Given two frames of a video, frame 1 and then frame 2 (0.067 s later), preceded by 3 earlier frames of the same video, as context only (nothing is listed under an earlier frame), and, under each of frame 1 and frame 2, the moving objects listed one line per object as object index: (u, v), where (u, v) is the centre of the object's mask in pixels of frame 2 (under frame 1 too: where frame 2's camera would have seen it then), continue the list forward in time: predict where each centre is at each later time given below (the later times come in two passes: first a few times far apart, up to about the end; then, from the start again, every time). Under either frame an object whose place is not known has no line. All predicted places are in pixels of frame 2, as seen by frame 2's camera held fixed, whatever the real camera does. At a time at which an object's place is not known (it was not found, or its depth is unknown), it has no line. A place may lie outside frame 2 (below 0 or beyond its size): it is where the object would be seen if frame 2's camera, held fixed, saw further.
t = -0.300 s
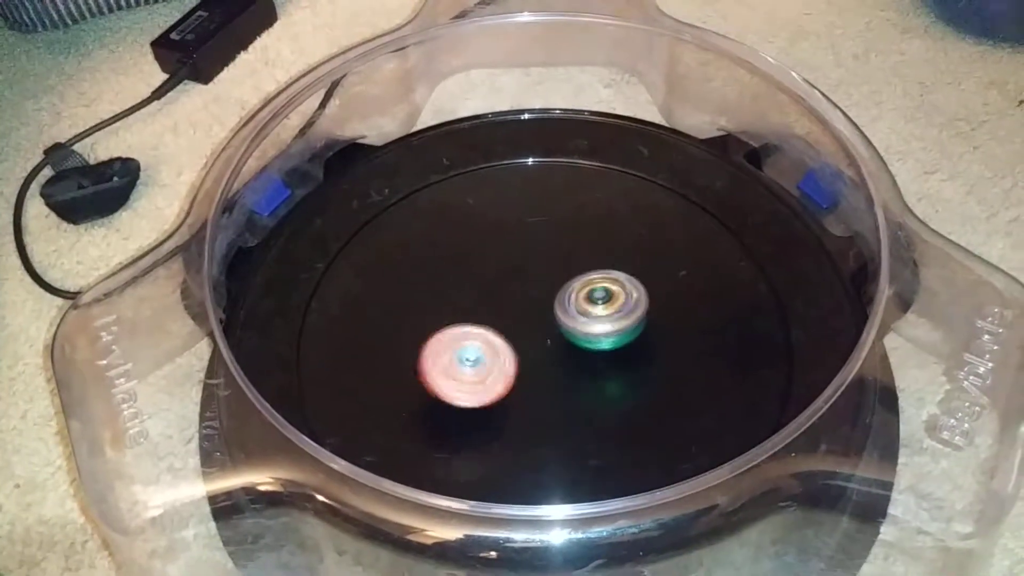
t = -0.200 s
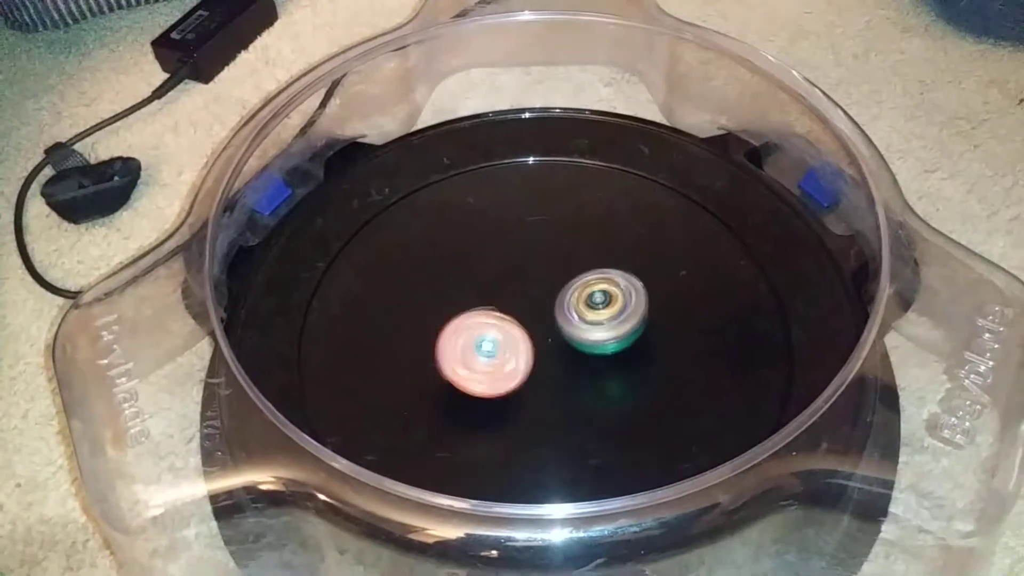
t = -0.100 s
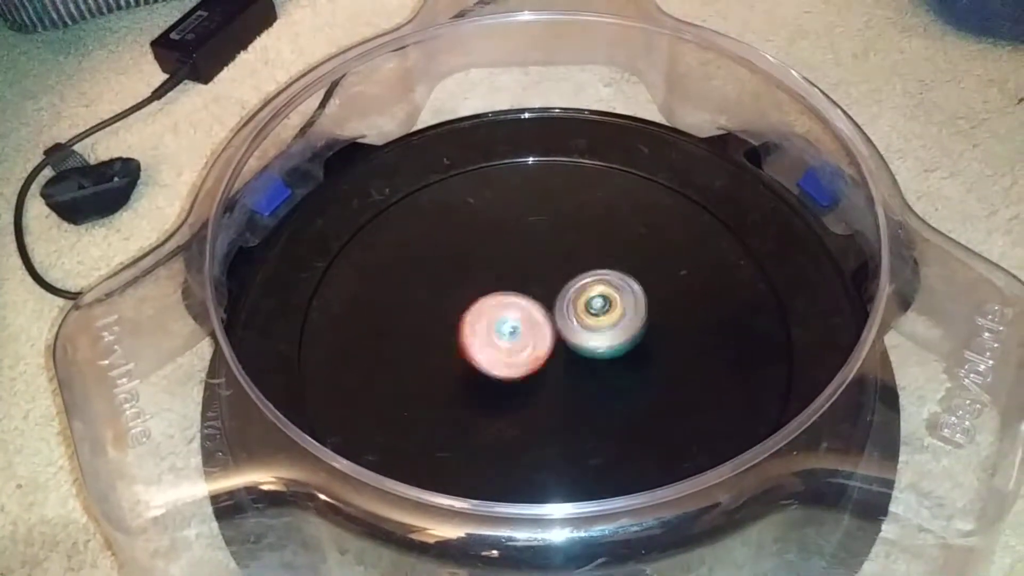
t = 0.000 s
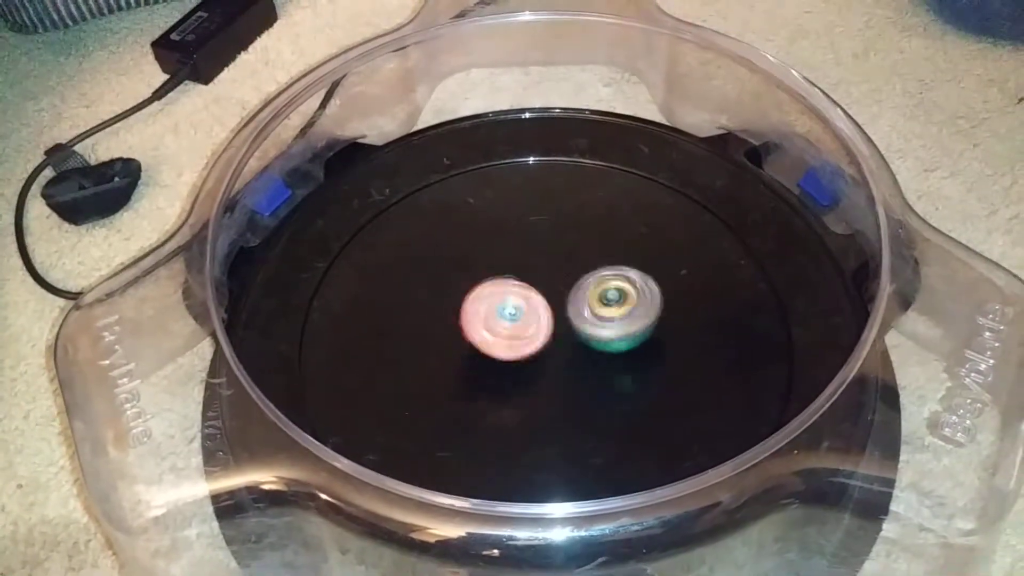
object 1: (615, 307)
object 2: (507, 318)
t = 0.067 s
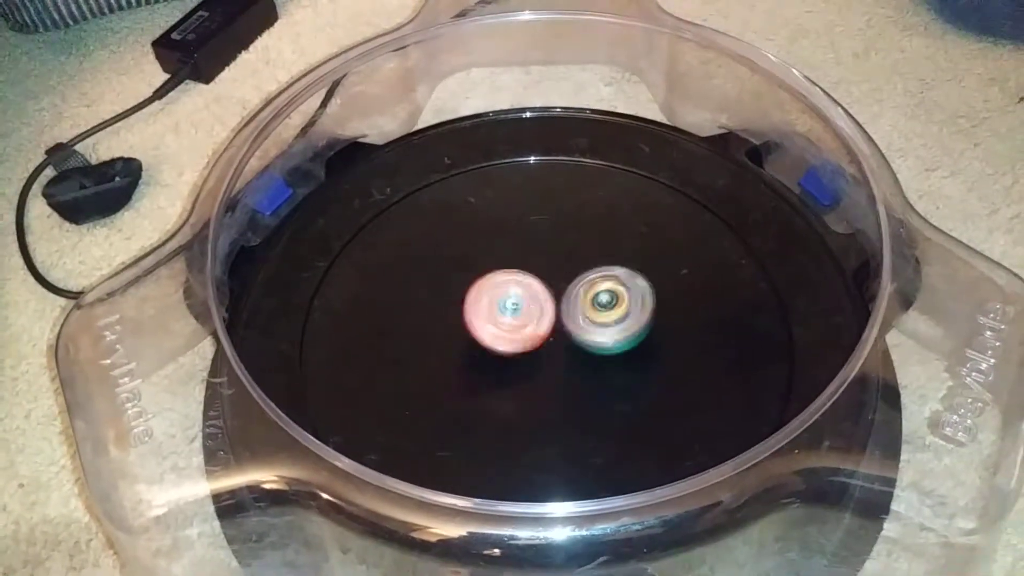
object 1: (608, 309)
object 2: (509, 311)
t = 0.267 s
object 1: (615, 317)
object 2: (494, 283)
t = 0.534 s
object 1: (614, 325)
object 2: (515, 282)
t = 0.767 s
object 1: (621, 332)
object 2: (521, 305)
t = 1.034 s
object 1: (612, 337)
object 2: (507, 327)
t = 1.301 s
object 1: (592, 348)
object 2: (495, 340)
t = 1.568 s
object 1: (611, 341)
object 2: (476, 327)
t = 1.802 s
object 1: (603, 329)
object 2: (486, 315)
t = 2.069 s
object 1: (596, 337)
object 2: (493, 310)
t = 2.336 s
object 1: (608, 346)
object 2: (515, 307)
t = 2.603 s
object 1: (613, 351)
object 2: (485, 291)
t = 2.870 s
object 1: (581, 373)
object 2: (498, 300)
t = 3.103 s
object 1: (578, 374)
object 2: (534, 300)
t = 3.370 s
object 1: (558, 365)
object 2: (546, 280)
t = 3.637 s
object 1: (520, 370)
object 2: (557, 281)
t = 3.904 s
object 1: (519, 372)
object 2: (563, 290)
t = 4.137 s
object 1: (524, 373)
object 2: (560, 295)
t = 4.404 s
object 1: (523, 360)
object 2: (569, 287)
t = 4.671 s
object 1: (499, 346)
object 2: (579, 308)
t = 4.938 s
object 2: (578, 300)
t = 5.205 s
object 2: (582, 313)
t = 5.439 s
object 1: (514, 344)
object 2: (580, 301)
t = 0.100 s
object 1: (612, 311)
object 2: (507, 305)
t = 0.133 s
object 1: (617, 313)
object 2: (502, 297)
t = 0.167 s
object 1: (619, 314)
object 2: (497, 292)
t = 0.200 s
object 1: (617, 314)
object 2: (496, 287)
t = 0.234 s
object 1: (616, 315)
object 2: (495, 284)
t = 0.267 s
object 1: (615, 317)
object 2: (494, 283)
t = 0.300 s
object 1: (615, 319)
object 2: (494, 280)
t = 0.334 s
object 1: (616, 320)
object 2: (495, 277)
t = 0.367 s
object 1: (616, 320)
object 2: (498, 275)
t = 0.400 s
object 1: (615, 321)
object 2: (500, 276)
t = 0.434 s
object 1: (615, 322)
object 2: (502, 276)
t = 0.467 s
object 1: (615, 324)
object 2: (505, 275)
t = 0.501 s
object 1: (614, 324)
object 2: (511, 279)
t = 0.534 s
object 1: (614, 325)
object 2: (515, 282)
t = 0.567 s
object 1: (613, 326)
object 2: (520, 285)
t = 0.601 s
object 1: (613, 327)
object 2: (525, 290)
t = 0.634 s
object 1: (615, 328)
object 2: (526, 292)
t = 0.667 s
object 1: (618, 329)
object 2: (526, 294)
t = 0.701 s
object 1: (621, 330)
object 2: (524, 296)
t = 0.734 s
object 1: (621, 331)
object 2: (523, 300)
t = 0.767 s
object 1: (621, 332)
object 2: (521, 305)
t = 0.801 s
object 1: (620, 332)
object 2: (518, 309)
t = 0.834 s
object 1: (618, 333)
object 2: (518, 311)
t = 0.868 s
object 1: (616, 334)
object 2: (519, 315)
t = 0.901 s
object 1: (614, 336)
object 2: (517, 318)
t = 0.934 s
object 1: (613, 337)
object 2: (516, 320)
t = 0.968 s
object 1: (614, 338)
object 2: (514, 322)
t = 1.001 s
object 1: (614, 337)
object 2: (510, 324)
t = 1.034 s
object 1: (612, 337)
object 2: (507, 327)
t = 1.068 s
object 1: (609, 339)
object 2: (503, 331)
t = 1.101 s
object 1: (606, 340)
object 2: (499, 332)
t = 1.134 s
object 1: (601, 341)
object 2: (498, 334)
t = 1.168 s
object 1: (596, 344)
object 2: (497, 337)
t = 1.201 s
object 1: (594, 345)
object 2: (493, 338)
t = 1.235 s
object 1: (592, 346)
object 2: (492, 338)
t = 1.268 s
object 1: (591, 347)
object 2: (494, 339)
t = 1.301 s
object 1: (592, 348)
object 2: (495, 340)
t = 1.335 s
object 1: (592, 348)
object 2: (493, 340)
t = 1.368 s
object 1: (593, 347)
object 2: (492, 337)
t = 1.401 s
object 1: (601, 345)
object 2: (485, 336)
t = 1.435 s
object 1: (606, 344)
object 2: (481, 334)
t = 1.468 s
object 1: (609, 343)
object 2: (479, 333)
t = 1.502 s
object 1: (611, 343)
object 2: (477, 332)
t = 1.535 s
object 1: (611, 342)
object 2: (475, 329)
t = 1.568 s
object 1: (611, 341)
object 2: (476, 327)
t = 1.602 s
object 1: (610, 340)
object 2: (477, 325)
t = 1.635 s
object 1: (608, 339)
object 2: (479, 325)
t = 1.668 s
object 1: (606, 338)
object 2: (484, 323)
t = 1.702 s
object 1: (603, 335)
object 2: (489, 320)
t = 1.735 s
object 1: (597, 333)
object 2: (494, 320)
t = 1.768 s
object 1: (596, 332)
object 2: (494, 319)
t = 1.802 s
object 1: (603, 329)
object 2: (486, 315)
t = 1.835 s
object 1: (607, 326)
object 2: (482, 313)
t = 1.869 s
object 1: (605, 324)
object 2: (480, 313)
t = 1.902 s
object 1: (603, 326)
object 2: (478, 312)
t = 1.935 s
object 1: (603, 328)
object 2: (477, 311)
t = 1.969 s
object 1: (602, 331)
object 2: (481, 310)
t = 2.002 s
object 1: (599, 332)
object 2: (486, 311)
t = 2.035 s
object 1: (596, 334)
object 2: (489, 311)
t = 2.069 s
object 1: (596, 337)
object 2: (493, 310)
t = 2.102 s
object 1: (594, 339)
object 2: (500, 311)
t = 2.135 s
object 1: (594, 341)
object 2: (504, 311)
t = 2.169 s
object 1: (601, 343)
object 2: (503, 309)
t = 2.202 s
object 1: (605, 344)
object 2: (507, 306)
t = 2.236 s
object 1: (608, 346)
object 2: (510, 308)
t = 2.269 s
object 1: (610, 347)
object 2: (510, 308)
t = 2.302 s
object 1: (610, 347)
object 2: (512, 308)
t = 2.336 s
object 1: (608, 346)
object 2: (515, 307)
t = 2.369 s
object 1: (605, 346)
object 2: (518, 309)
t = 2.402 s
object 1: (604, 347)
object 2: (519, 309)
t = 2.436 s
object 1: (609, 350)
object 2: (515, 306)
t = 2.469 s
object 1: (617, 351)
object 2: (505, 300)
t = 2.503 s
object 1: (620, 349)
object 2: (498, 299)
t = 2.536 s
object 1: (619, 348)
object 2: (490, 296)
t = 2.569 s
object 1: (616, 349)
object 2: (486, 293)
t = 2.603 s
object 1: (613, 351)
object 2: (485, 291)
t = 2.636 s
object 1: (610, 353)
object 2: (482, 292)
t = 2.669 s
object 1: (606, 355)
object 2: (479, 292)
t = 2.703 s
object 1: (601, 357)
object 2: (479, 291)
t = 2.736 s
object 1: (596, 361)
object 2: (481, 292)
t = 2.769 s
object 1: (591, 364)
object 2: (483, 295)
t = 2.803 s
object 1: (587, 367)
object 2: (484, 297)
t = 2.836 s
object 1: (583, 371)
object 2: (490, 296)
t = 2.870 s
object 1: (581, 373)
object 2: (498, 300)
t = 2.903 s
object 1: (579, 375)
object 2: (504, 303)
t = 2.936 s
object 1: (577, 376)
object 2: (509, 304)
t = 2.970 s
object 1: (577, 376)
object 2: (518, 303)
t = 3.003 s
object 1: (579, 376)
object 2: (523, 303)
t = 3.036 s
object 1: (580, 375)
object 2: (529, 302)
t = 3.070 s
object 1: (579, 374)
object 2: (531, 302)
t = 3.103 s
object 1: (578, 374)
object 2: (534, 300)
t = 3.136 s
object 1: (577, 374)
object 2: (535, 299)
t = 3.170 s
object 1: (578, 374)
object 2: (538, 296)
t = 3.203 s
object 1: (578, 374)
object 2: (541, 292)
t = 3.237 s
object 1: (577, 373)
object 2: (544, 288)
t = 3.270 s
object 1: (575, 371)
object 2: (544, 287)
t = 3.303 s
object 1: (570, 369)
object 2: (543, 284)
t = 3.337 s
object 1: (564, 366)
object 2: (545, 282)
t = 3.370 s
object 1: (558, 365)
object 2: (546, 280)
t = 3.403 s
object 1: (554, 365)
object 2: (548, 280)
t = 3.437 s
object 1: (546, 363)
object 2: (549, 279)
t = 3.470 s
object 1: (538, 361)
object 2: (552, 280)
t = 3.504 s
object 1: (533, 364)
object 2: (551, 281)
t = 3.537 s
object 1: (528, 367)
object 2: (553, 280)
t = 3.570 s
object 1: (525, 368)
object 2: (555, 279)
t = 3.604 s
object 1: (522, 370)
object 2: (556, 279)
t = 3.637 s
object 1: (520, 370)
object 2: (557, 281)
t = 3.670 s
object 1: (520, 371)
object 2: (557, 283)
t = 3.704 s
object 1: (519, 370)
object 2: (556, 285)
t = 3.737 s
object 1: (519, 369)
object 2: (554, 286)
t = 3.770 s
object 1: (517, 368)
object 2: (555, 290)
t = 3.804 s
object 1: (515, 370)
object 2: (556, 290)
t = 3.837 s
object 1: (515, 372)
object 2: (560, 288)
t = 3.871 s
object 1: (516, 373)
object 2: (564, 288)
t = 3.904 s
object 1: (519, 372)
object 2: (563, 290)
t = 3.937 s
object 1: (519, 372)
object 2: (561, 291)
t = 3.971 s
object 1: (519, 371)
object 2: (558, 291)
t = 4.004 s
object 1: (519, 372)
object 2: (556, 291)
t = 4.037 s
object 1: (519, 372)
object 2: (558, 291)
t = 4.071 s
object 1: (521, 373)
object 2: (560, 293)
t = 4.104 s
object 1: (523, 374)
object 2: (560, 295)
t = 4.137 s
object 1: (524, 373)
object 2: (560, 295)
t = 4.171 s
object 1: (523, 377)
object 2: (564, 287)
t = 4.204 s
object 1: (523, 377)
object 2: (569, 279)
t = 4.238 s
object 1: (523, 376)
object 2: (573, 277)
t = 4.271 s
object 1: (523, 374)
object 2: (576, 277)
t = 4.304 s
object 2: (576, 280)
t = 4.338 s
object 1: (521, 368)
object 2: (575, 283)
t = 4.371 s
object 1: (522, 366)
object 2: (571, 287)
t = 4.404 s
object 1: (523, 360)
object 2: (569, 287)
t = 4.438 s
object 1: (519, 356)
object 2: (571, 289)
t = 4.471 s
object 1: (515, 356)
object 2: (575, 288)
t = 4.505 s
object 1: (511, 355)
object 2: (579, 288)
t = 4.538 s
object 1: (509, 353)
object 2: (582, 290)
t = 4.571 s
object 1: (507, 351)
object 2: (582, 294)
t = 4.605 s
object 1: (504, 349)
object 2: (583, 299)
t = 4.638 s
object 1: (501, 348)
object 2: (582, 305)
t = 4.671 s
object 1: (499, 346)
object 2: (579, 308)
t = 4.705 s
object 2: (577, 308)
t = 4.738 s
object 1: (496, 347)
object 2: (577, 307)
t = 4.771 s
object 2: (576, 307)
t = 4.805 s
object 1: (502, 346)
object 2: (575, 306)
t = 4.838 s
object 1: (506, 342)
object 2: (576, 305)
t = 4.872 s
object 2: (577, 305)
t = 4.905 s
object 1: (511, 338)
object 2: (578, 304)
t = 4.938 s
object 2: (578, 300)
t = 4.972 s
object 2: (577, 298)
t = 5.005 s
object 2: (577, 297)
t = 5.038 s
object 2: (578, 299)
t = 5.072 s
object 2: (579, 301)
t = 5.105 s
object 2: (579, 305)
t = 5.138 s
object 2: (580, 308)
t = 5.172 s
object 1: (503, 344)
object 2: (581, 311)
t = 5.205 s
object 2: (582, 313)
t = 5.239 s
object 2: (583, 314)
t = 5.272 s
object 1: (503, 345)
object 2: (583, 314)
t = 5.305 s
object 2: (582, 312)
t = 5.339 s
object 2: (581, 310)
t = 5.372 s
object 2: (580, 307)
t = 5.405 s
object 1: (510, 345)
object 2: (580, 304)
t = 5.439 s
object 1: (514, 344)
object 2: (580, 301)
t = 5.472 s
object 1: (517, 343)
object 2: (580, 299)
